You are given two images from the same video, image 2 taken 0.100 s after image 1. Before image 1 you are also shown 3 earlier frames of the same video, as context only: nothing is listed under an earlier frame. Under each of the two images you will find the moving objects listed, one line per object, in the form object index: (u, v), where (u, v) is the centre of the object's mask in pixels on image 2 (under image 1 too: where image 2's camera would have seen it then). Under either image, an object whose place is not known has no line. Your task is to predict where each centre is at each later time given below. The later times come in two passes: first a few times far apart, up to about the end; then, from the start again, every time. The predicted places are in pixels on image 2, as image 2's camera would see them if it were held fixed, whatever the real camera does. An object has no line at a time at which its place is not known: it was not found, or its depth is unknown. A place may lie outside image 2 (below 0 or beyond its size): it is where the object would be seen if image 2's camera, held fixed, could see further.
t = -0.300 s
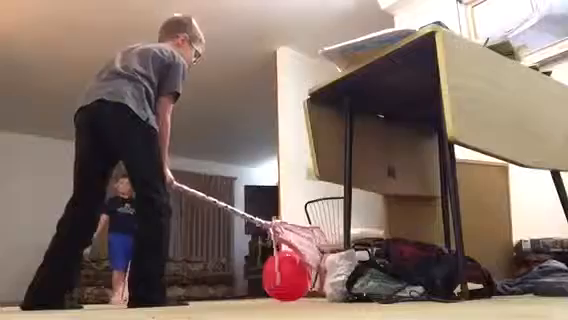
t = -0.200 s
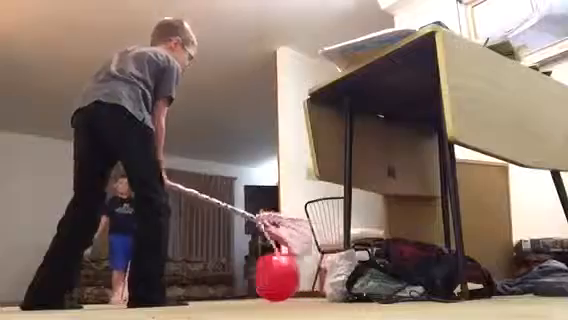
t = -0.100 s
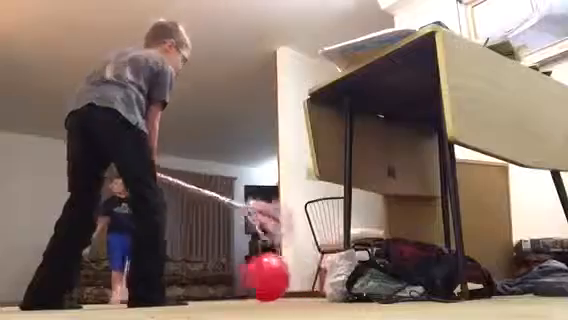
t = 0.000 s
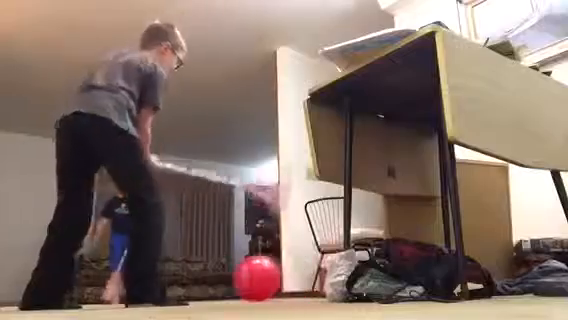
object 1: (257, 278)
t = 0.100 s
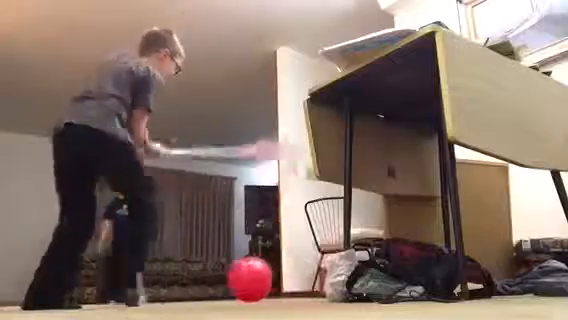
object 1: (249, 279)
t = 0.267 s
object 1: (236, 280)
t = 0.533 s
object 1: (220, 282)
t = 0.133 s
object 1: (248, 279)
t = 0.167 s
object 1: (245, 279)
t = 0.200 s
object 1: (242, 279)
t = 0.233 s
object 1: (241, 280)
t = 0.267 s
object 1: (236, 280)
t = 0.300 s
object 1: (235, 280)
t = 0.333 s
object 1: (231, 280)
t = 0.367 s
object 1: (229, 280)
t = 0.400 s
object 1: (227, 281)
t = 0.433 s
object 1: (225, 281)
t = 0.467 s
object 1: (223, 281)
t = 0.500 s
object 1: (223, 281)
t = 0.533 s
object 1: (220, 282)
